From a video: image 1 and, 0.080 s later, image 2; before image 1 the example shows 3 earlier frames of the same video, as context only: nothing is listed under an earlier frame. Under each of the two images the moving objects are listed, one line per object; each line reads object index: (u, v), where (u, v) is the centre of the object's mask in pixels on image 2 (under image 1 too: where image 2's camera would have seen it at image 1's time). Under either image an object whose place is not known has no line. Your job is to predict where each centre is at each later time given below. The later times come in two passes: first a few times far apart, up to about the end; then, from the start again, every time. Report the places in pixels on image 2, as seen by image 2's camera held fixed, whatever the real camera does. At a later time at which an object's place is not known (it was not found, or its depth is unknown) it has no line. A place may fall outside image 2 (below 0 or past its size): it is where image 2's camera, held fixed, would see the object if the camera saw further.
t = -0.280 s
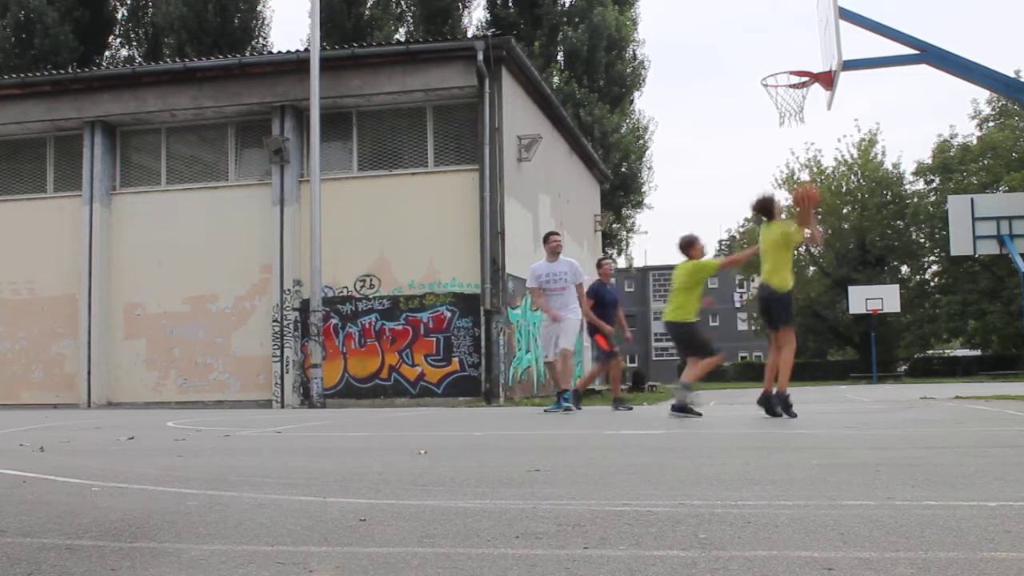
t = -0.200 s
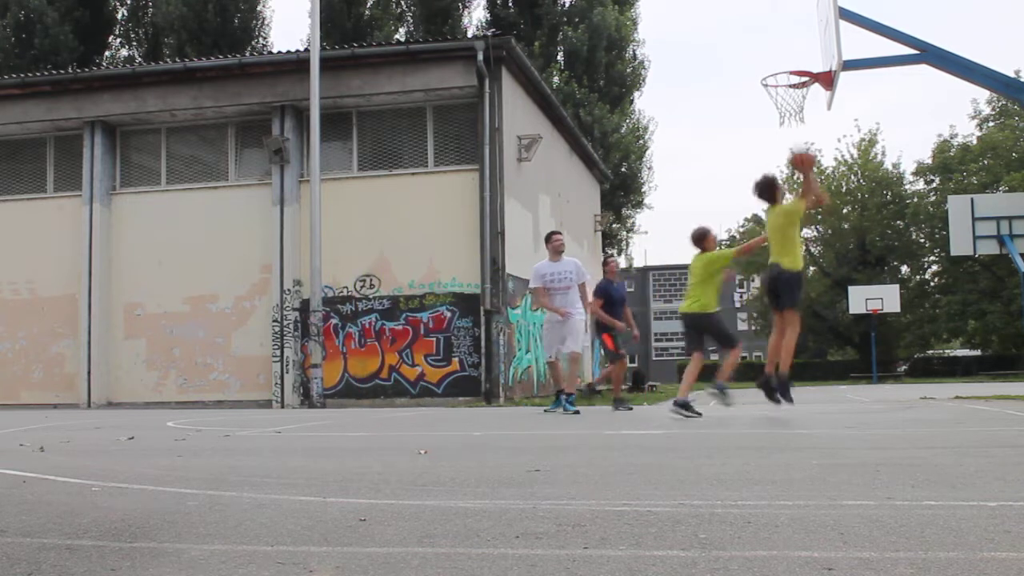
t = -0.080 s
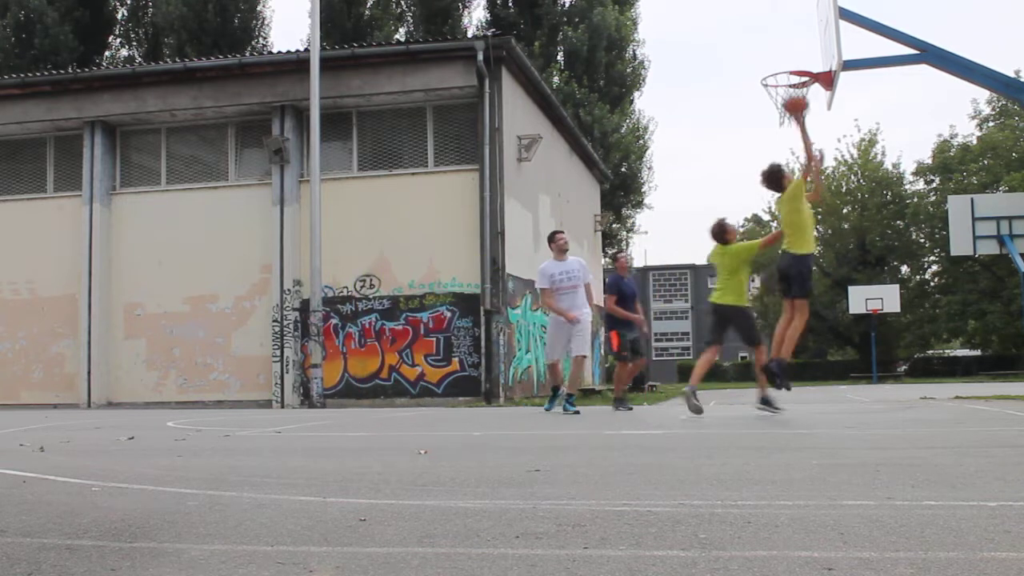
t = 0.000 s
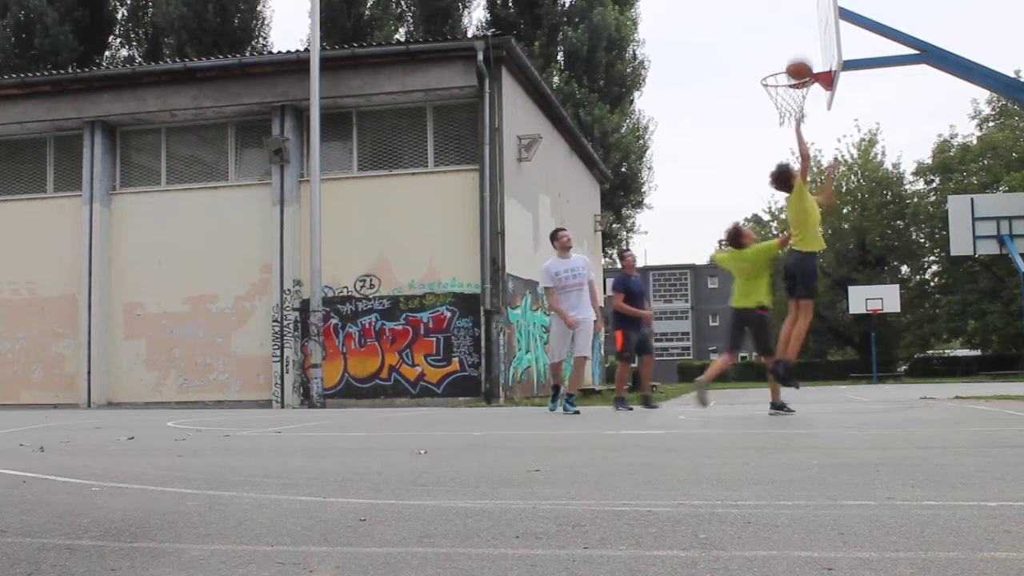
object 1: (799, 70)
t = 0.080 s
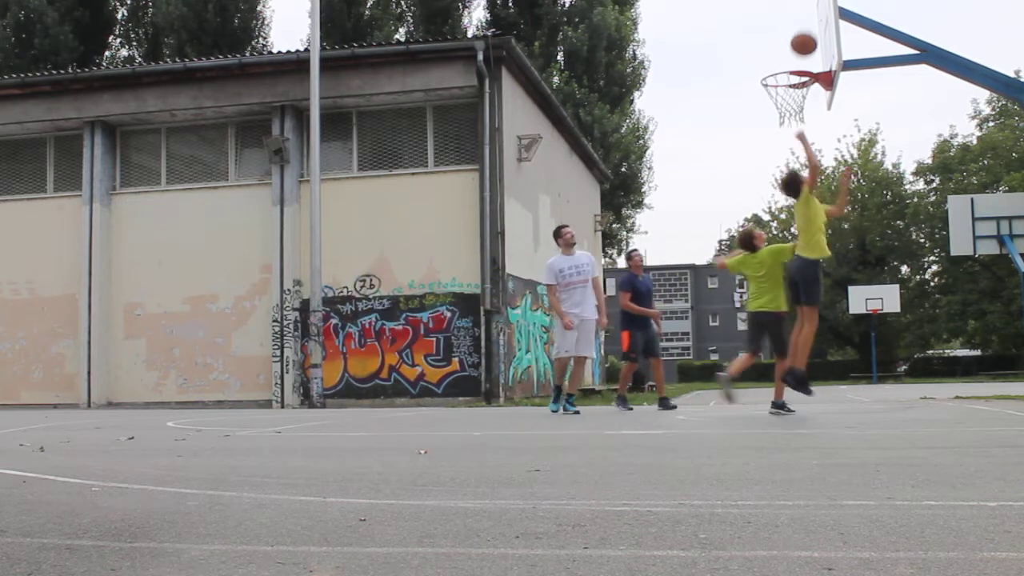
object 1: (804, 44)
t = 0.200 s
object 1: (812, 17)
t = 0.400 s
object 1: (801, 24)
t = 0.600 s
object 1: (787, 76)
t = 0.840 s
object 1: (783, 126)
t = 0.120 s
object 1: (806, 33)
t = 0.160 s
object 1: (809, 24)
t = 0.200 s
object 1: (812, 17)
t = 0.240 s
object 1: (813, 13)
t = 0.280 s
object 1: (810, 13)
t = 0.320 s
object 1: (806, 15)
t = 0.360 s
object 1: (804, 19)
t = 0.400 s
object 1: (801, 24)
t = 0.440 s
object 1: (798, 31)
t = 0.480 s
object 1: (795, 40)
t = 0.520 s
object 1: (793, 50)
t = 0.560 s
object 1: (790, 62)
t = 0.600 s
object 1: (787, 76)
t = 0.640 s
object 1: (785, 92)
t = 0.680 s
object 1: (783, 105)
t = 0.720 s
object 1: (783, 108)
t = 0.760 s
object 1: (783, 112)
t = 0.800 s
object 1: (783, 118)
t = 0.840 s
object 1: (783, 126)
